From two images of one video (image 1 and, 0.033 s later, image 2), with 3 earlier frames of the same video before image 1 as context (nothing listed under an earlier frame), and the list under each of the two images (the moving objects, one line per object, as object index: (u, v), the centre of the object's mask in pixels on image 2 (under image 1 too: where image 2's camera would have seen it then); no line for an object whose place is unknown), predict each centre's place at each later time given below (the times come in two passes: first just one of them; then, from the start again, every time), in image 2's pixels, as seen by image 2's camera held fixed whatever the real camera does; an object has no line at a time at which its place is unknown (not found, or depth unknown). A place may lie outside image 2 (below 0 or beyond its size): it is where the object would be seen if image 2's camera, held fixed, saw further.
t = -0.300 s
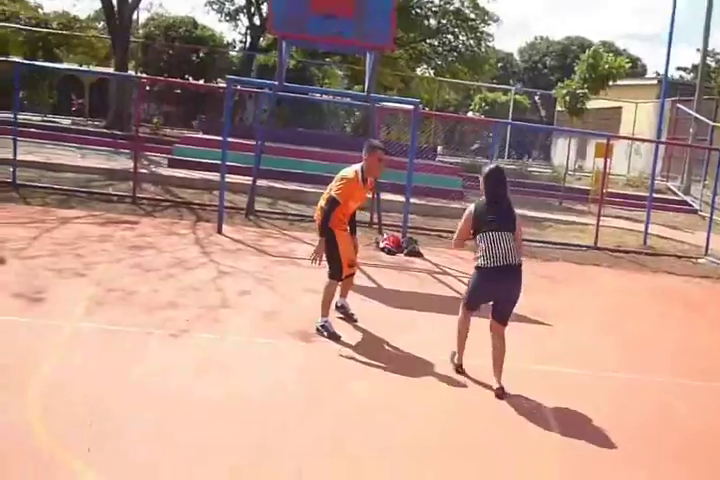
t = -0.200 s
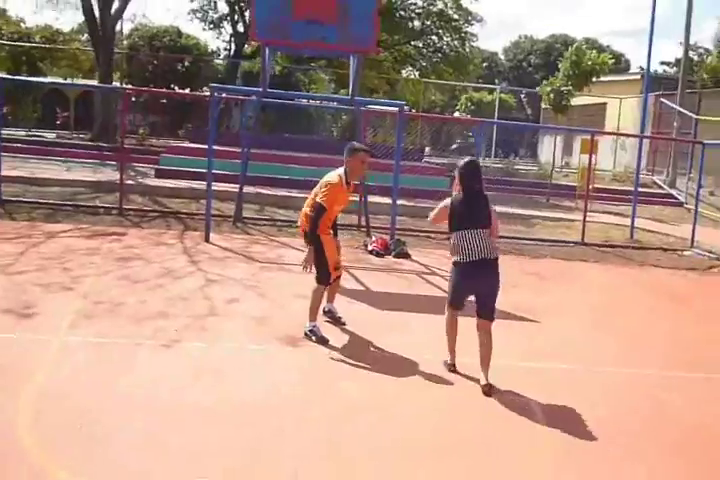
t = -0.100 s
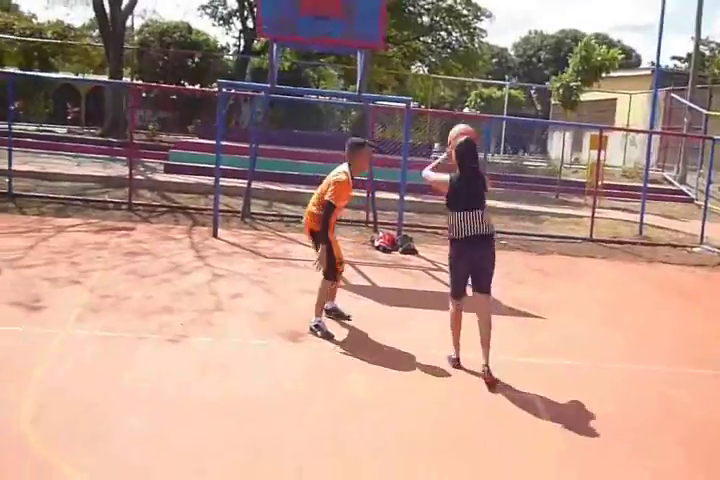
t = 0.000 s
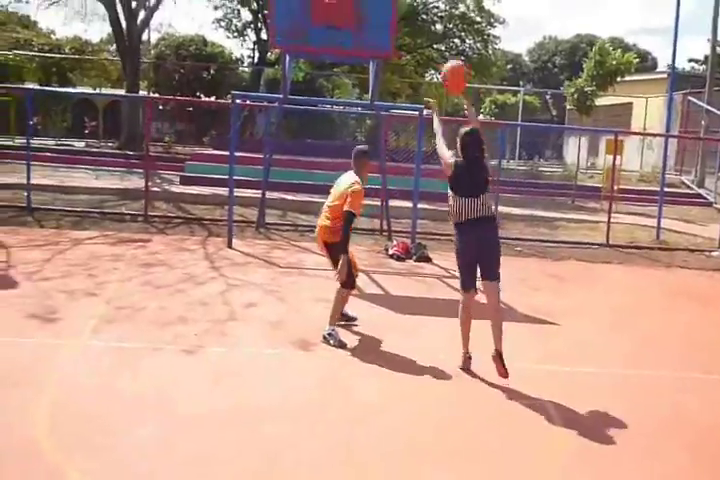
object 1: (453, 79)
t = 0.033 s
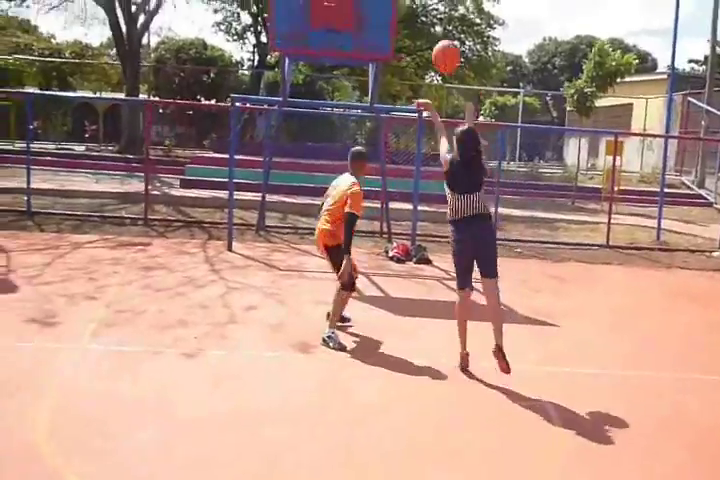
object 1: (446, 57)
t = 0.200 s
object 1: (409, -11)
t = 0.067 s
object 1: (437, 37)
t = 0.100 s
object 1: (430, 20)
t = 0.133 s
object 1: (423, 6)
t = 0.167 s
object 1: (415, -3)
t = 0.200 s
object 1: (409, -11)
